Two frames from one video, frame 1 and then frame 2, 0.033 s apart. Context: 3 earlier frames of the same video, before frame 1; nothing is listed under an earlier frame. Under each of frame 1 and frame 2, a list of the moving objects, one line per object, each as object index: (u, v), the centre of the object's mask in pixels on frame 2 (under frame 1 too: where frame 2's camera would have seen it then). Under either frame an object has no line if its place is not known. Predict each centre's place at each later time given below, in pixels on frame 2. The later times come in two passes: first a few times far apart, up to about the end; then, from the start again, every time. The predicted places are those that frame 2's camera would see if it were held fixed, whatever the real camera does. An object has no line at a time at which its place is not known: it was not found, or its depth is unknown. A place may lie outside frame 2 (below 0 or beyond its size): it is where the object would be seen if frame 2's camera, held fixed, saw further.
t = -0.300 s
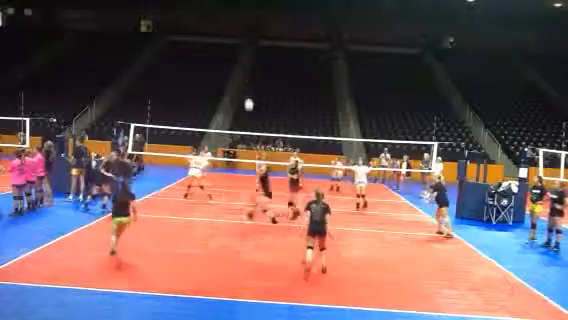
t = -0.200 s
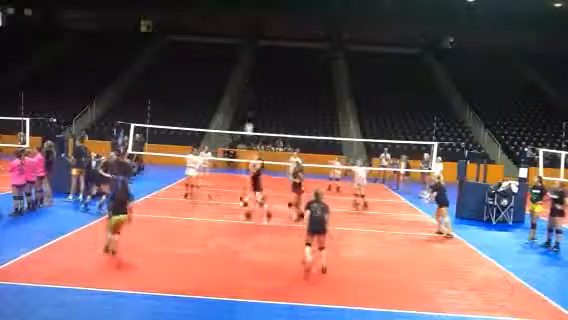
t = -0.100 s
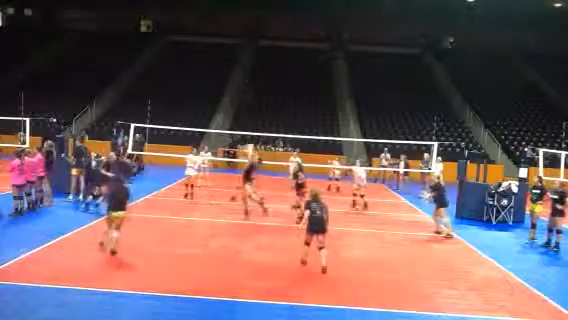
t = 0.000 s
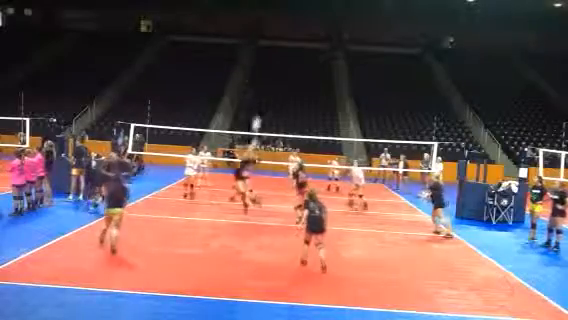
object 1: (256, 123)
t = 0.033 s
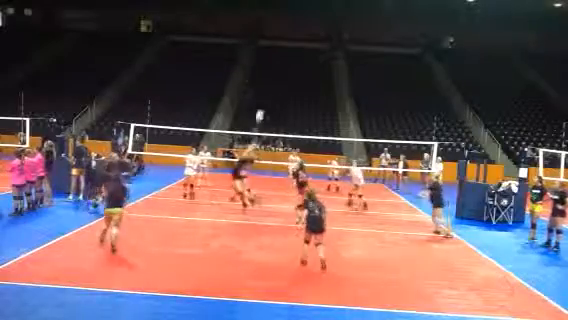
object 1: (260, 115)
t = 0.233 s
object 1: (274, 77)
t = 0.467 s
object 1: (291, 50)
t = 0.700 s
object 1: (306, 43)
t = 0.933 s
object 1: (319, 57)
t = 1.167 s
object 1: (332, 91)
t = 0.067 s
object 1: (261, 108)
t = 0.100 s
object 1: (264, 101)
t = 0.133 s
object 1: (267, 94)
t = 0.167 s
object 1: (269, 88)
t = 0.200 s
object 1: (272, 82)
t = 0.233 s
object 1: (274, 77)
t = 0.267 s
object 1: (277, 71)
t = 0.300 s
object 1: (279, 66)
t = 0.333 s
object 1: (281, 63)
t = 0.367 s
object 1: (283, 58)
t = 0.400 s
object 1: (286, 55)
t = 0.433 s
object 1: (289, 52)
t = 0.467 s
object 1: (291, 50)
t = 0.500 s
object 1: (293, 48)
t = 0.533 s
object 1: (296, 46)
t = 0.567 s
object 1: (298, 45)
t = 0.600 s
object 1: (300, 44)
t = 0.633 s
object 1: (302, 43)
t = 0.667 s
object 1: (304, 43)
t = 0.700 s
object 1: (306, 43)
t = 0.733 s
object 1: (308, 44)
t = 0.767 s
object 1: (310, 45)
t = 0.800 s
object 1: (312, 47)
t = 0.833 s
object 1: (314, 49)
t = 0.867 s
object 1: (315, 51)
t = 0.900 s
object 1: (317, 54)
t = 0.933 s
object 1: (319, 57)
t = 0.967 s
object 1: (322, 61)
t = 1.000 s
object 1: (323, 65)
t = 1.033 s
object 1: (325, 69)
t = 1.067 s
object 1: (327, 74)
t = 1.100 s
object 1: (328, 80)
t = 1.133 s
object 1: (330, 86)
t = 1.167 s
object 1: (332, 91)
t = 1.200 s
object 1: (333, 97)
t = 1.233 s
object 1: (334, 104)
